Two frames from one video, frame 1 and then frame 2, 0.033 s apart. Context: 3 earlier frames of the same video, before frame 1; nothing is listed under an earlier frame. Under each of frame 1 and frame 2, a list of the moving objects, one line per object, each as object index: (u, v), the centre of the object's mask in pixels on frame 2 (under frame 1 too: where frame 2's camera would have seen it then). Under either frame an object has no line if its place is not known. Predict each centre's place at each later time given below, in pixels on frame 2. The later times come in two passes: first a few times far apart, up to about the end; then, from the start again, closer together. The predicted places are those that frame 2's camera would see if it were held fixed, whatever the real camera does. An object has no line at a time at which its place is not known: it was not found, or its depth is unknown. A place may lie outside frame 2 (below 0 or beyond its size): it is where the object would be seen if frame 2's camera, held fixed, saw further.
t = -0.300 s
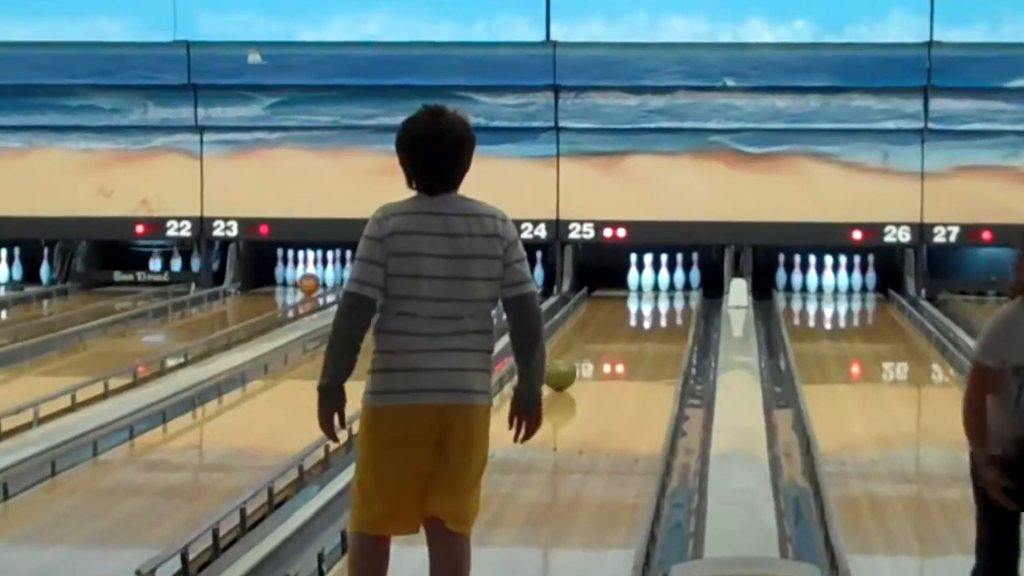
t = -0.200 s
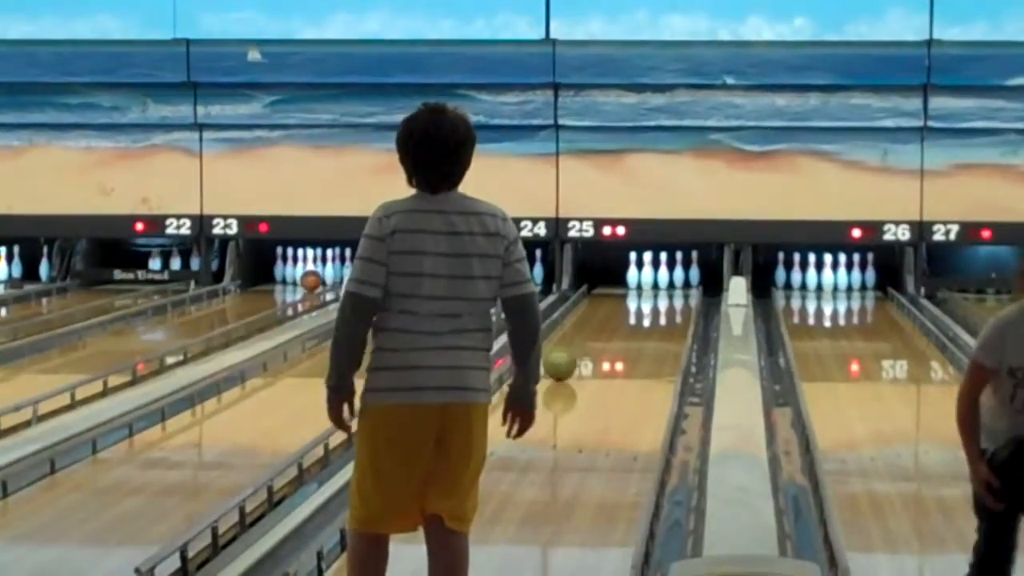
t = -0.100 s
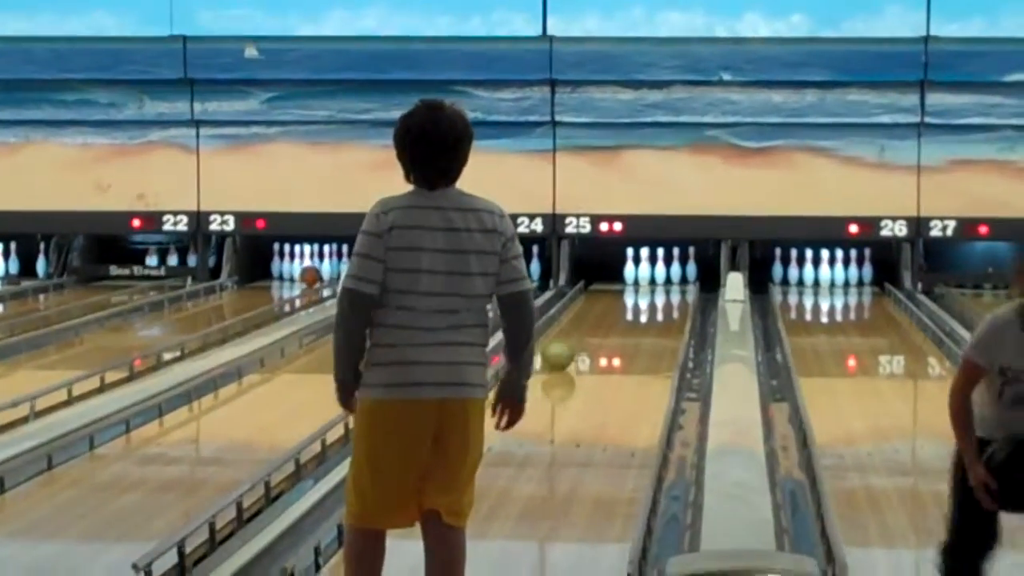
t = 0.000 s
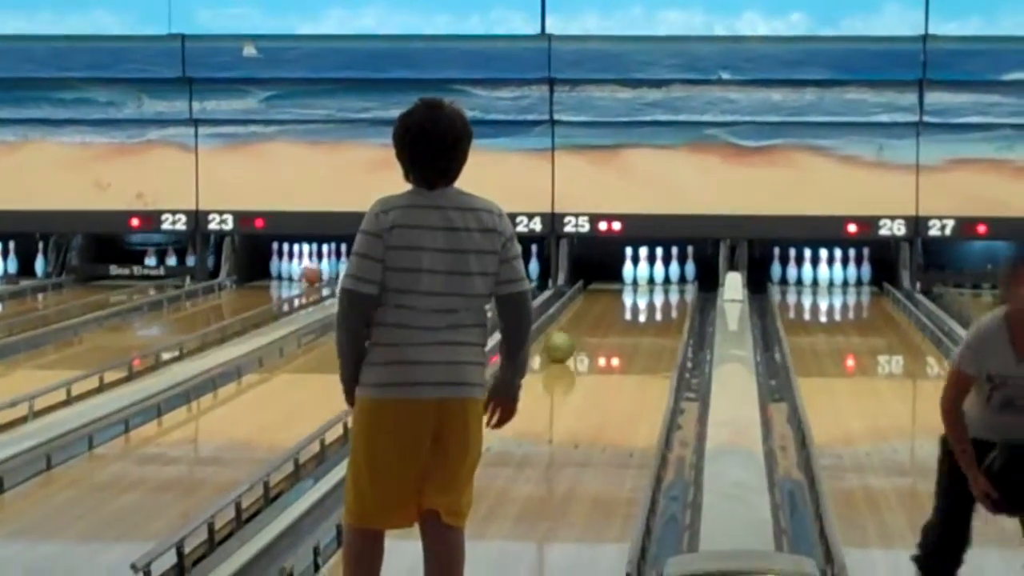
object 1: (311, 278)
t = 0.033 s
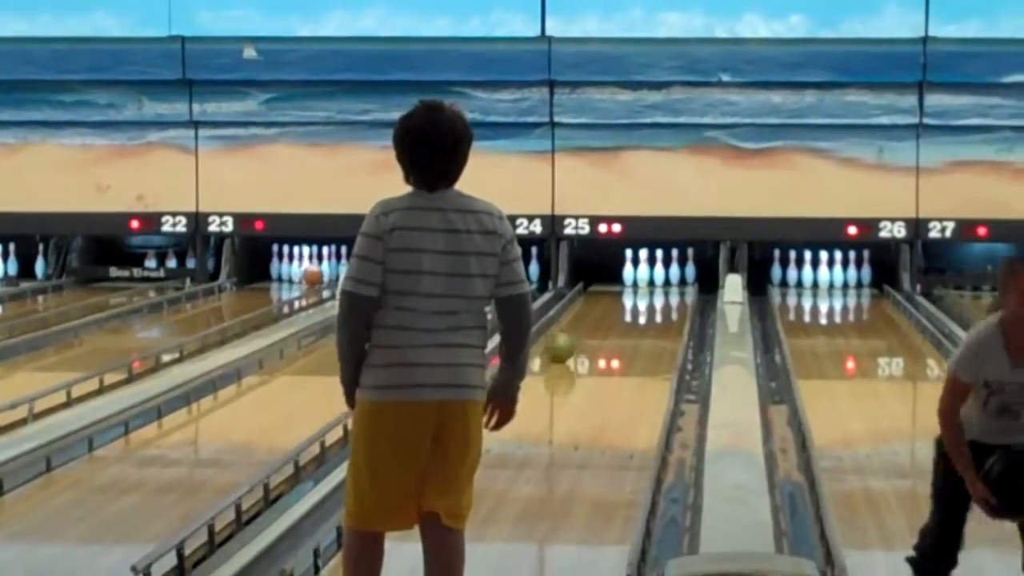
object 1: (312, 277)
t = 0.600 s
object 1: (332, 274)
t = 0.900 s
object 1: (334, 269)
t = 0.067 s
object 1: (314, 276)
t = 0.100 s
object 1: (316, 275)
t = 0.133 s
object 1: (318, 275)
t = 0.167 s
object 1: (321, 275)
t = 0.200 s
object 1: (322, 276)
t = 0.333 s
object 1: (327, 277)
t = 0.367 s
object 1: (327, 275)
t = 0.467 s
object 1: (331, 274)
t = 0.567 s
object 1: (332, 273)
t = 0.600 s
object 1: (332, 274)
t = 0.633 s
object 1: (332, 273)
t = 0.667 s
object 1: (332, 271)
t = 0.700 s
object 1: (332, 272)
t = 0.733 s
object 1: (331, 273)
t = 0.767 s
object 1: (333, 272)
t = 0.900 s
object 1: (334, 269)
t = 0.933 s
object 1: (333, 270)
